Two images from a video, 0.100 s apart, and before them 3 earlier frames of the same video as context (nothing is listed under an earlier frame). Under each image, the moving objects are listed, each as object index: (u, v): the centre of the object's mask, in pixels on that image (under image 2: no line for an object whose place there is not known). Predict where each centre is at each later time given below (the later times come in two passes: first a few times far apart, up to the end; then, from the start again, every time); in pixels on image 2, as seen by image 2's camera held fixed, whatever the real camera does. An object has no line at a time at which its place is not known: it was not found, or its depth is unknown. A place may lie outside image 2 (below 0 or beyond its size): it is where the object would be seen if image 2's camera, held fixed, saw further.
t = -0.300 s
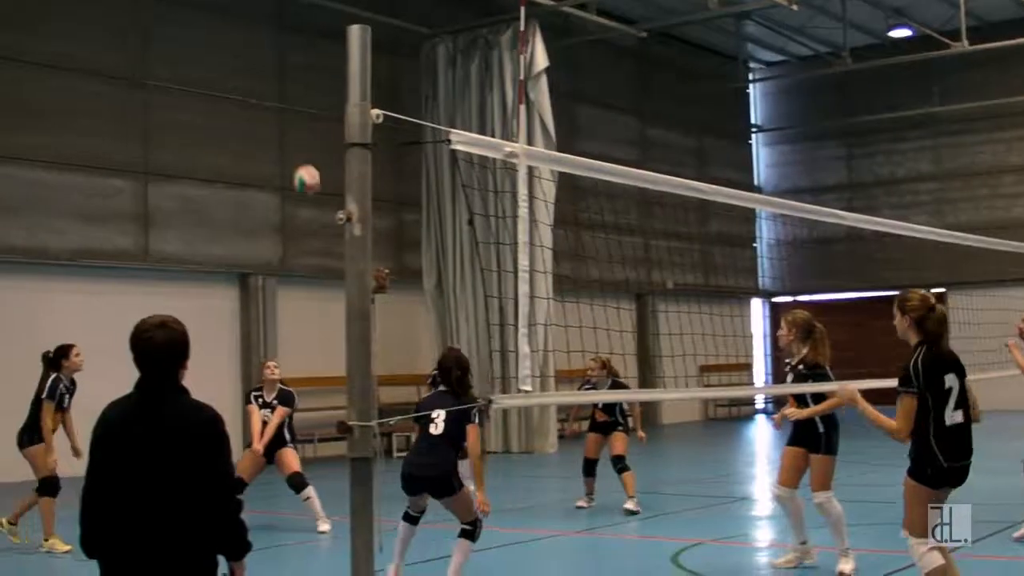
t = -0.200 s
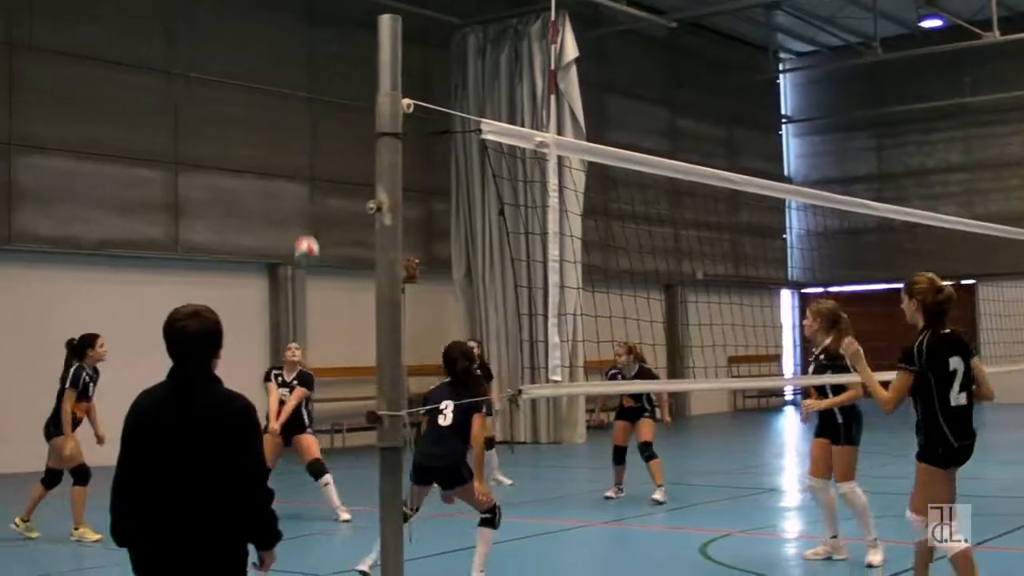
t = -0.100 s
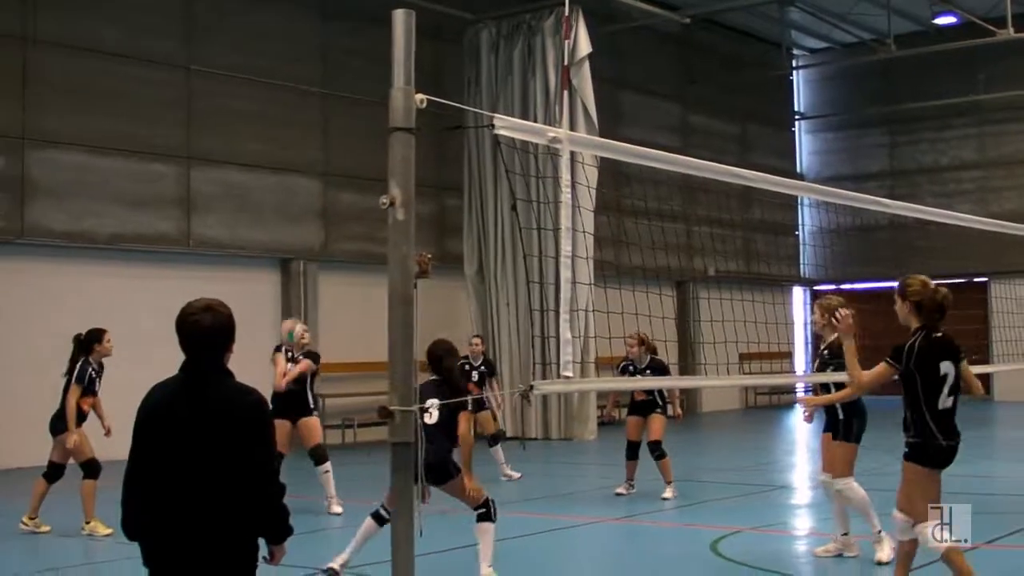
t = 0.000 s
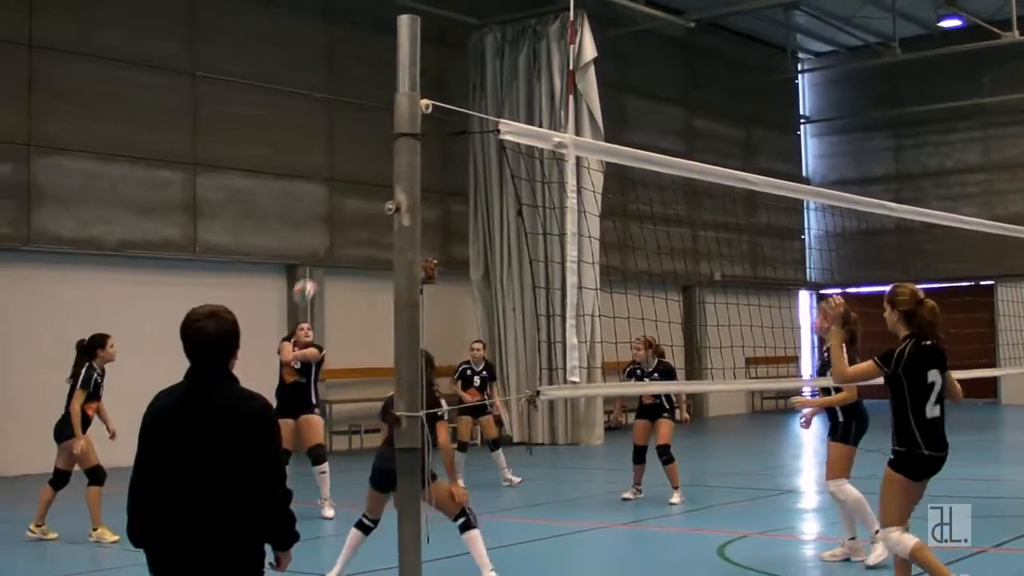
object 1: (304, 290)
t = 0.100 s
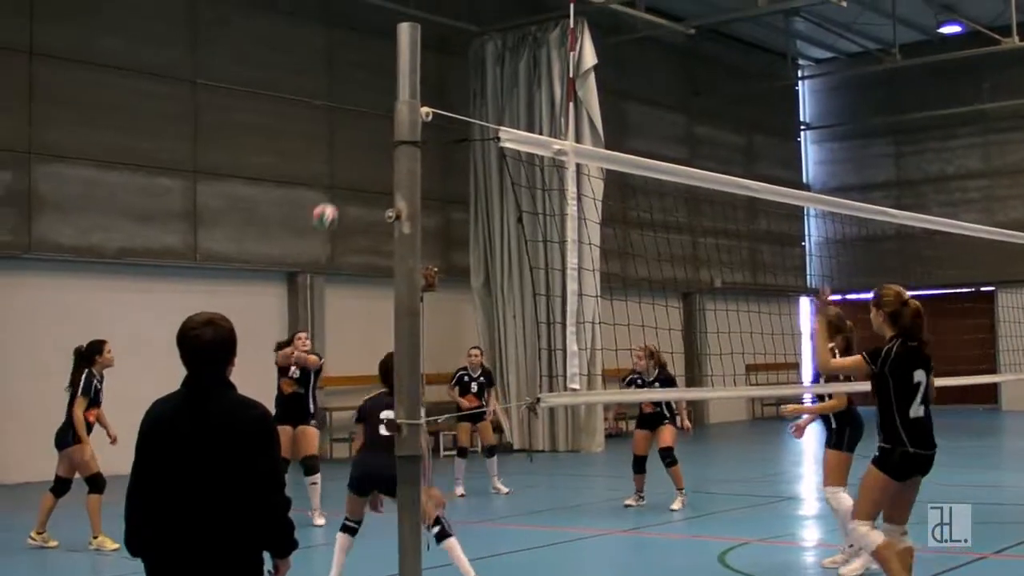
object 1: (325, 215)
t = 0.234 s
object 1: (351, 124)
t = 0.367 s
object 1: (378, 54)
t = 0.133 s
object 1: (332, 189)
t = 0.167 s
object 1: (338, 167)
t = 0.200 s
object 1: (344, 144)
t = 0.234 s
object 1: (351, 124)
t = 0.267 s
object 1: (358, 104)
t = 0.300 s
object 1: (364, 86)
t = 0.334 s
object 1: (371, 70)
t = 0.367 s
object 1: (378, 54)
